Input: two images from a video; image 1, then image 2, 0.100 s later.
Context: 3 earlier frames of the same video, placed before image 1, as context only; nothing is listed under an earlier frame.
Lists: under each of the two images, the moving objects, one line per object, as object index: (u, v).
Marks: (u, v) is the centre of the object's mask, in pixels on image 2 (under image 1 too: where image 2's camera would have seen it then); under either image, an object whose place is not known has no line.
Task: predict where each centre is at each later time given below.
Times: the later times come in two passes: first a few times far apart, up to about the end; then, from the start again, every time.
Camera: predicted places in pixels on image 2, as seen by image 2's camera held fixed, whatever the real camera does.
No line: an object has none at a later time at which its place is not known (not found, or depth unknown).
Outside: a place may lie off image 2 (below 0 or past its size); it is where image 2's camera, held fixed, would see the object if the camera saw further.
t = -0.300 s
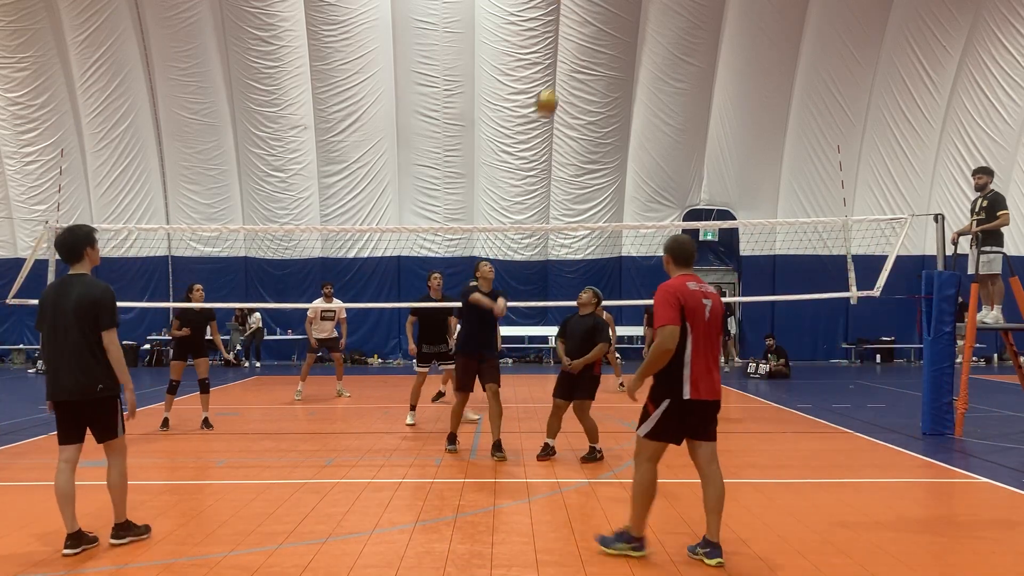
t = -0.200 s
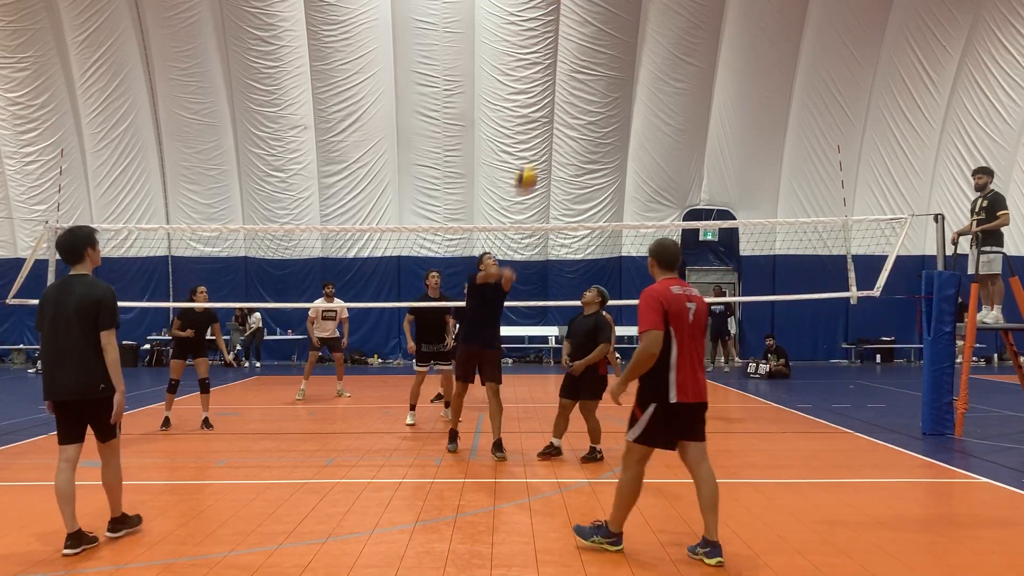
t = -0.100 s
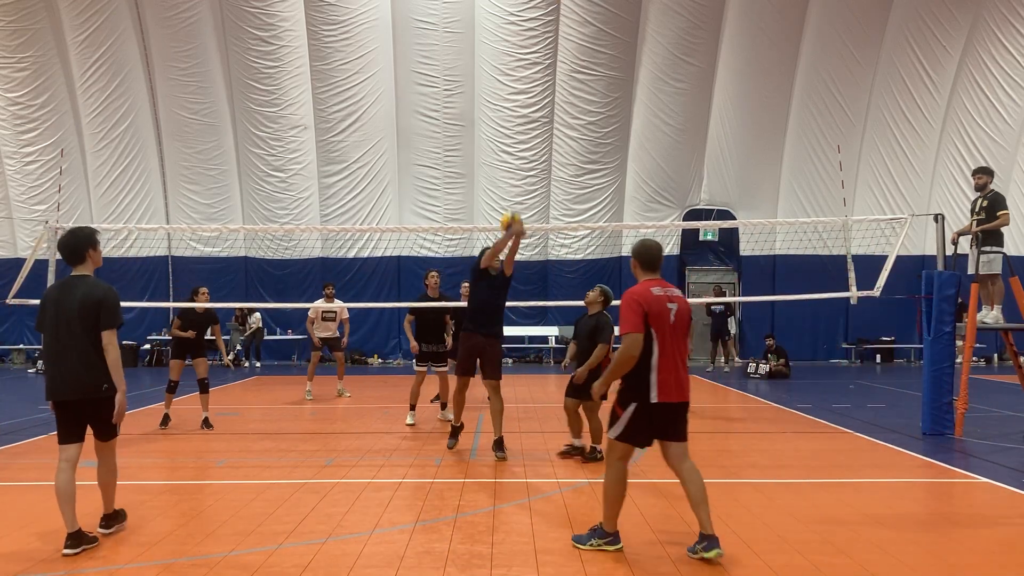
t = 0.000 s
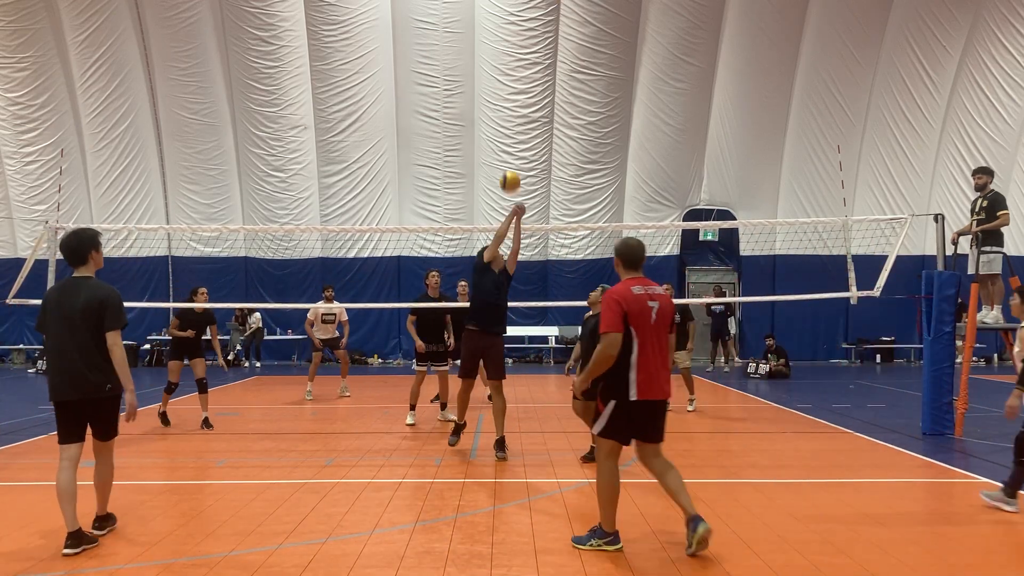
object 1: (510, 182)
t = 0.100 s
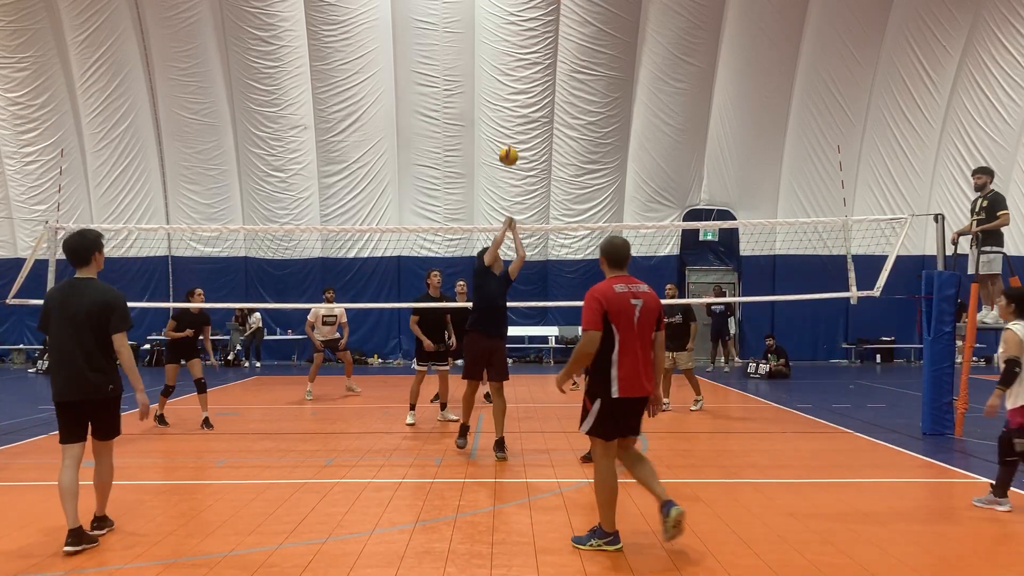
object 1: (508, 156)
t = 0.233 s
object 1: (507, 141)
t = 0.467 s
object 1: (504, 152)
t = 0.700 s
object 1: (502, 199)
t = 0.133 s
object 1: (508, 151)
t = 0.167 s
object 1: (508, 146)
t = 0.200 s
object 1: (507, 143)
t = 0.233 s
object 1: (507, 141)
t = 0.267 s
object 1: (506, 140)
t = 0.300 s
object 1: (506, 140)
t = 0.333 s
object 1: (506, 140)
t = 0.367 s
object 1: (505, 143)
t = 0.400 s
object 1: (505, 145)
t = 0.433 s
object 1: (504, 148)
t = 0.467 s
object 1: (504, 152)
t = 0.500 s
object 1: (504, 157)
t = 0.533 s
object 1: (504, 163)
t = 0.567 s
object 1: (503, 169)
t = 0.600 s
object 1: (503, 176)
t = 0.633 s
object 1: (503, 183)
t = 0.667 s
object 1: (502, 191)
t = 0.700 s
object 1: (502, 199)
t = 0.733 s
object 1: (501, 208)
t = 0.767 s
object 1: (501, 218)
